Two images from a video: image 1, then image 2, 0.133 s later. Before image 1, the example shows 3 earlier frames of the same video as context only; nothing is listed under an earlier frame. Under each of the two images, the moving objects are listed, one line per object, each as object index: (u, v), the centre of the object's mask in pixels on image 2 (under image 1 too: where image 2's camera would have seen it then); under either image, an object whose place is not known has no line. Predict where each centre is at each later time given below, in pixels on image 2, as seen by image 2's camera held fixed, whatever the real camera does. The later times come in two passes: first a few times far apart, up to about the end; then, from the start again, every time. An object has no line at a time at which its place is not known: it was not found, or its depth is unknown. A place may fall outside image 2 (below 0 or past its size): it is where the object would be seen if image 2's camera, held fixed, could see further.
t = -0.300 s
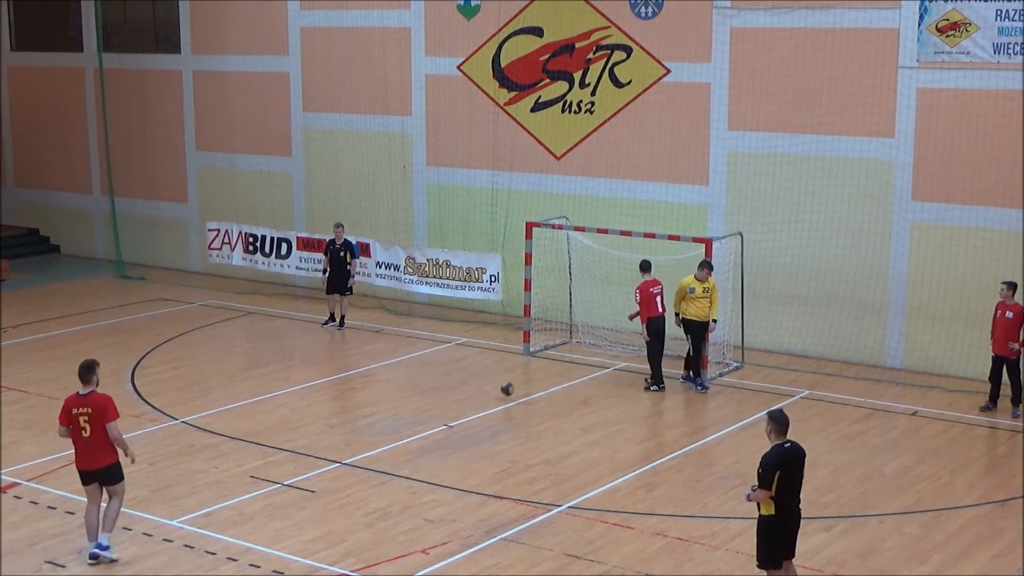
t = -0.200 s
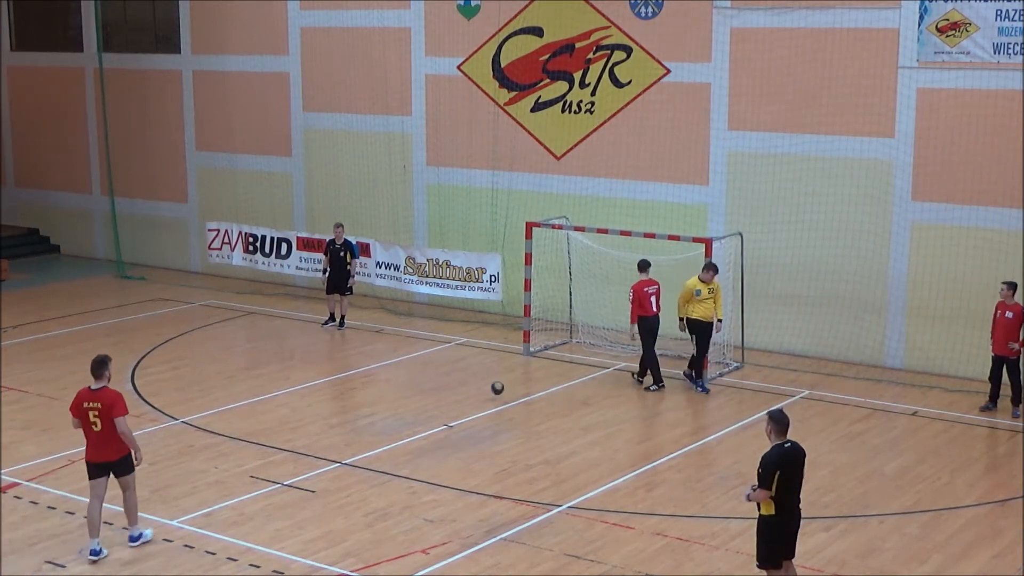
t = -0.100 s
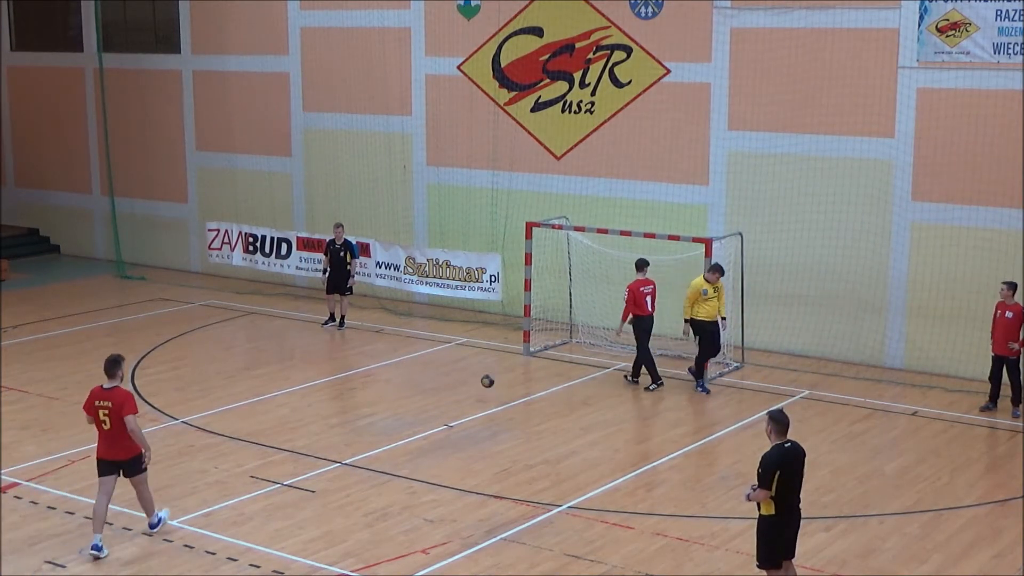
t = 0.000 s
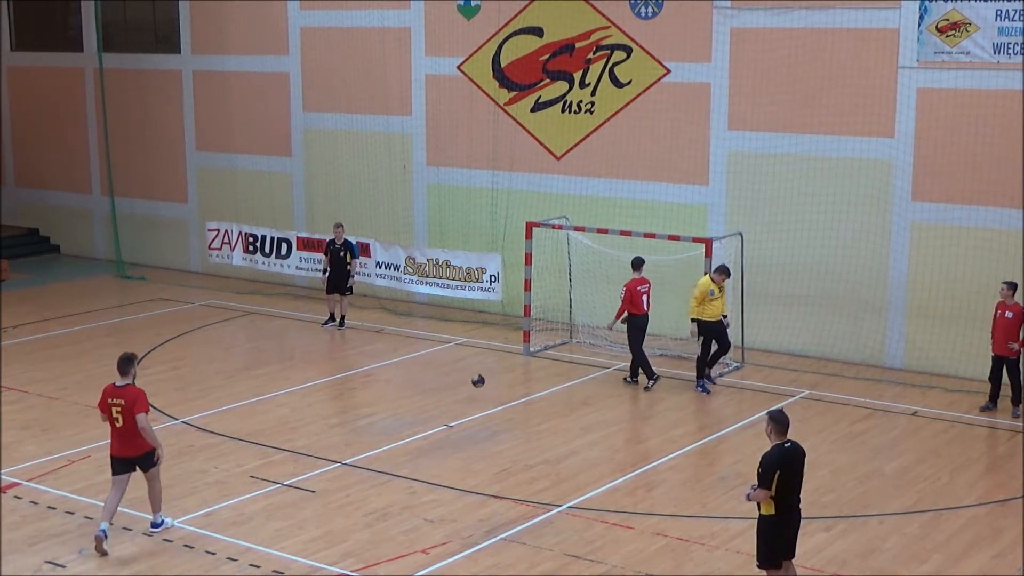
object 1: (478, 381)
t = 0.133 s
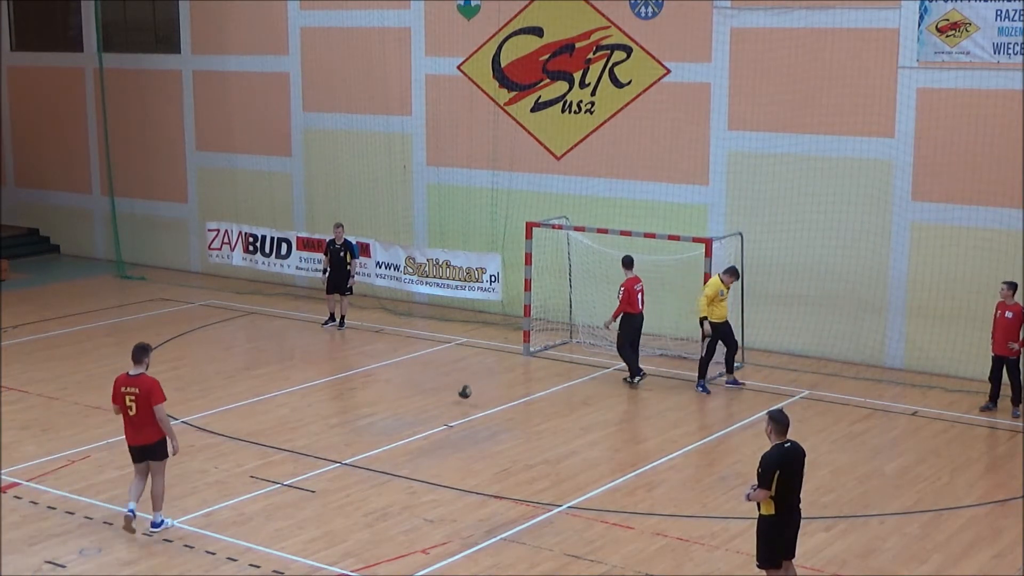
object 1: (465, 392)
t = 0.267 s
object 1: (453, 393)
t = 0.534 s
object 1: (427, 402)
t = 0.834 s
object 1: (399, 402)
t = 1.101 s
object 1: (375, 404)
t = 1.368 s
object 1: (353, 408)
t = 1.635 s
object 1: (328, 410)
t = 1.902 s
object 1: (307, 412)
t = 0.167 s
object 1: (462, 395)
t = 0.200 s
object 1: (459, 399)
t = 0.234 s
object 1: (455, 395)
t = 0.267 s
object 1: (453, 393)
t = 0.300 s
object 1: (449, 392)
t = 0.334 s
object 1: (445, 391)
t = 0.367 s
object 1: (444, 391)
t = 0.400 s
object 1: (440, 391)
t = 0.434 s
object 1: (437, 393)
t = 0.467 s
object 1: (435, 394)
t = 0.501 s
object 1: (431, 397)
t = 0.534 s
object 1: (427, 402)
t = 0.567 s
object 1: (425, 401)
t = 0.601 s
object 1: (421, 398)
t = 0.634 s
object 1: (417, 397)
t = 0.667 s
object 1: (415, 397)
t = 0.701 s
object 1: (411, 398)
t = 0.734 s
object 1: (408, 400)
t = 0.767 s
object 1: (406, 401)
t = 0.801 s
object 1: (402, 404)
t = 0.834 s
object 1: (399, 402)
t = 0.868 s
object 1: (397, 402)
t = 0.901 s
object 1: (393, 401)
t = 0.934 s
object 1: (390, 402)
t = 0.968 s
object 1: (388, 403)
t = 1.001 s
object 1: (385, 405)
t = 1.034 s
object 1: (381, 404)
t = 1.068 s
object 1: (379, 404)
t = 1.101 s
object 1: (375, 404)
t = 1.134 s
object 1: (372, 406)
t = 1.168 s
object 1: (370, 407)
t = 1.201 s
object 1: (366, 406)
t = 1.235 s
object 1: (363, 406)
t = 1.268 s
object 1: (361, 407)
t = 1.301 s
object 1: (358, 408)
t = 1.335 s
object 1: (354, 408)
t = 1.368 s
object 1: (353, 408)
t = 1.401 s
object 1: (349, 408)
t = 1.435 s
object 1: (346, 409)
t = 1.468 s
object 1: (344, 409)
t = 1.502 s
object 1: (340, 409)
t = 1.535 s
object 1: (337, 409)
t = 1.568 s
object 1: (335, 409)
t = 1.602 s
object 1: (331, 410)
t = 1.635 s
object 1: (328, 410)
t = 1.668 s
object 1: (326, 411)
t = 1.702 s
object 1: (323, 411)
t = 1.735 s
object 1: (320, 411)
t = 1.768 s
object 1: (318, 412)
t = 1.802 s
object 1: (315, 412)
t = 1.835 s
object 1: (312, 412)
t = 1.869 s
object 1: (310, 412)
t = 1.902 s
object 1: (307, 412)
